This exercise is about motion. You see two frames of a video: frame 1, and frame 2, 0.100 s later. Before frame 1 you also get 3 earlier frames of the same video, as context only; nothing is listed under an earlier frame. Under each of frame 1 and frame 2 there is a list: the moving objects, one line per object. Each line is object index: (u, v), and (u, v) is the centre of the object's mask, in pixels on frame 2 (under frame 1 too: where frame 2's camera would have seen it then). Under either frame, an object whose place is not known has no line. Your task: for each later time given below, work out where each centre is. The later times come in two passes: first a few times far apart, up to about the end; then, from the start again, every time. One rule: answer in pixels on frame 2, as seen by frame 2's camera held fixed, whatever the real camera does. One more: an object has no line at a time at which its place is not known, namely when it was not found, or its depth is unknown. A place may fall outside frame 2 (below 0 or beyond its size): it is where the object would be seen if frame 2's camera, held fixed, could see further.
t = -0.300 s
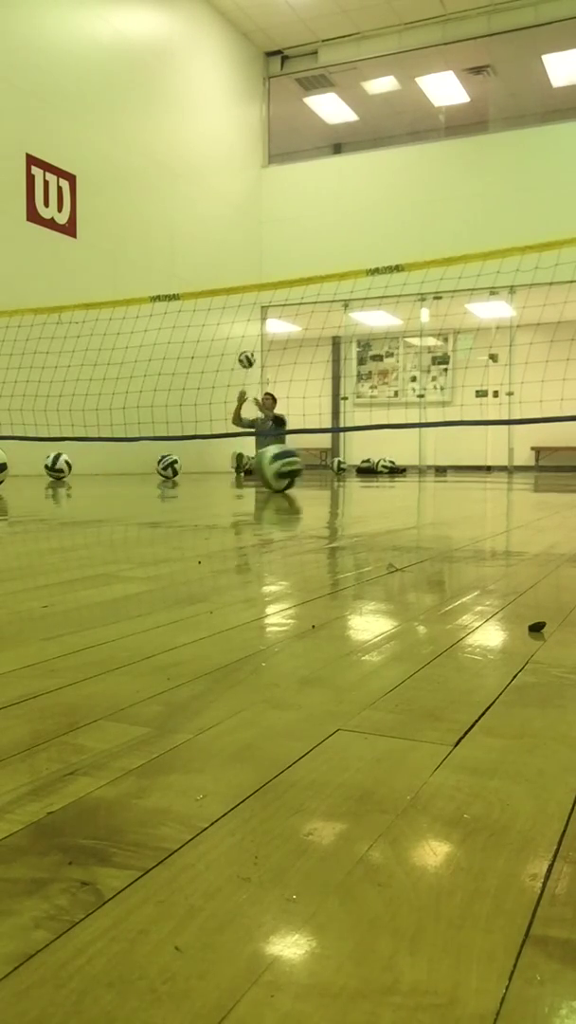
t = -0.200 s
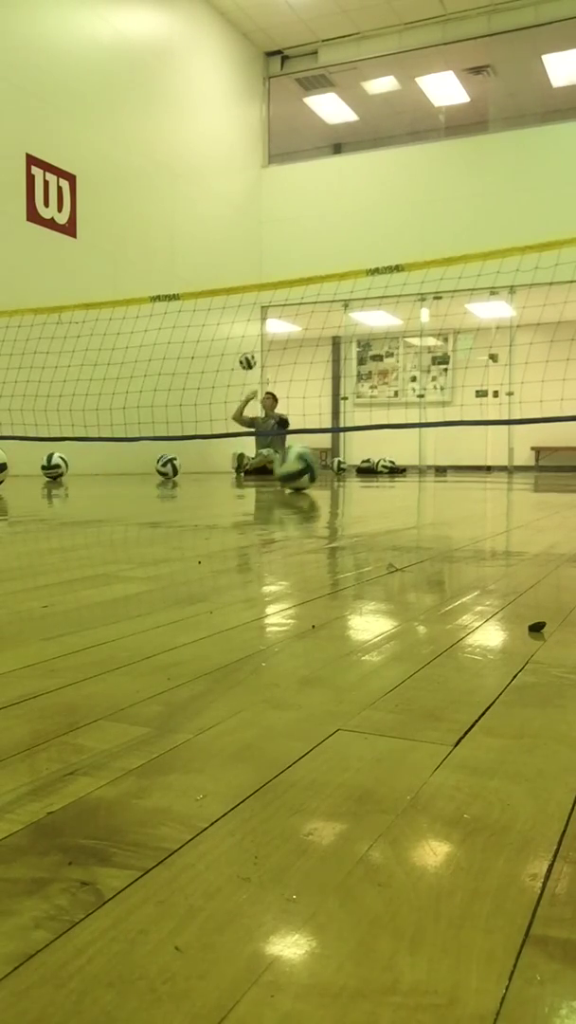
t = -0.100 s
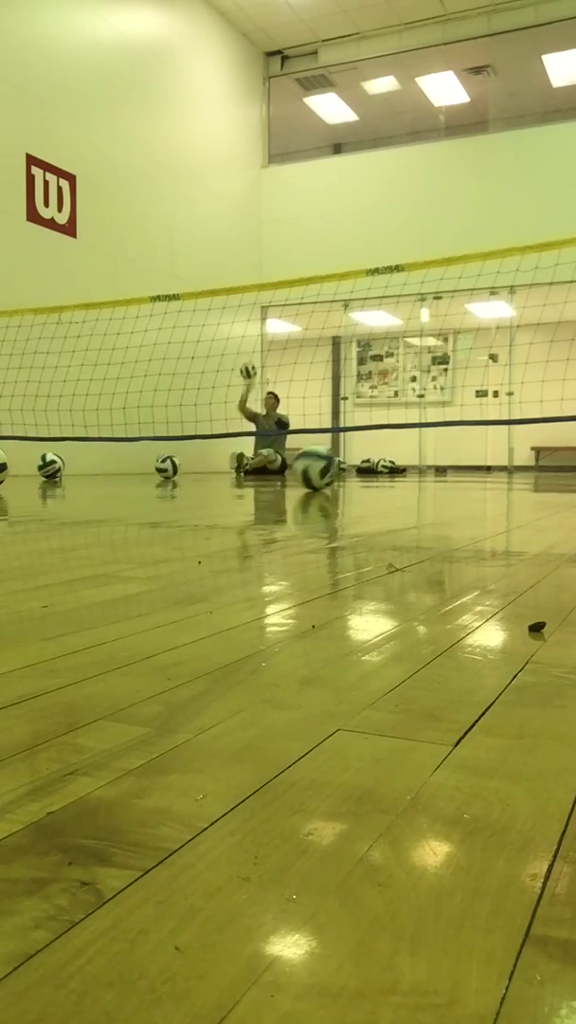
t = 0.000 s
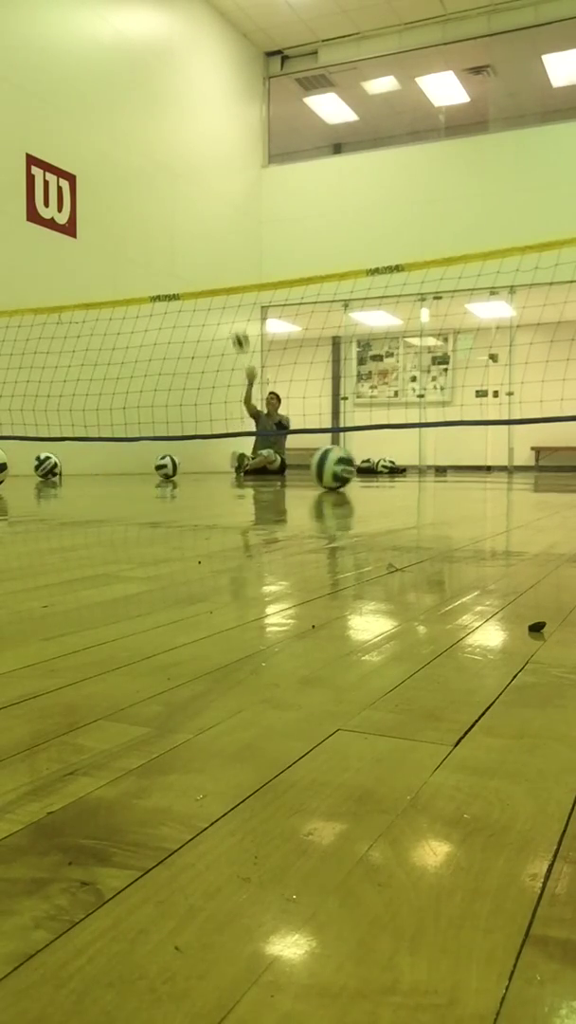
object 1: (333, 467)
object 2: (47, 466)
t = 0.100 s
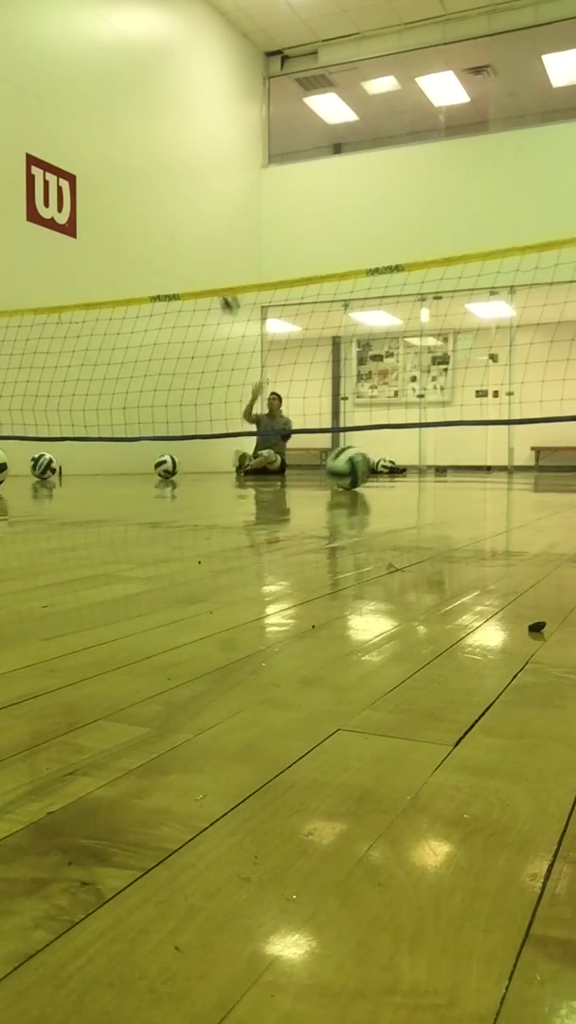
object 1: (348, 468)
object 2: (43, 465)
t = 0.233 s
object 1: (369, 467)
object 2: (36, 465)
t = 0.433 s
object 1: (397, 467)
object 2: (31, 465)
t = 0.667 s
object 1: (428, 468)
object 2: (24, 465)
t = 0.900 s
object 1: (455, 467)
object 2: (19, 465)
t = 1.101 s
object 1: (477, 468)
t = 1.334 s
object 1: (499, 468)
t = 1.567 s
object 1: (521, 468)
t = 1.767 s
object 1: (537, 468)
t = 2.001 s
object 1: (556, 468)
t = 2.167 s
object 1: (566, 468)
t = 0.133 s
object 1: (353, 468)
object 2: (41, 465)
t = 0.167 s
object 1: (357, 467)
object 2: (40, 465)
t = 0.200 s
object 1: (364, 468)
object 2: (39, 465)
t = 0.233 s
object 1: (369, 467)
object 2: (36, 465)
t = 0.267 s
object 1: (374, 467)
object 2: (35, 466)
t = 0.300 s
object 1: (379, 467)
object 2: (35, 465)
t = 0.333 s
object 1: (384, 467)
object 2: (34, 465)
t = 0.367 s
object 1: (389, 467)
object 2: (33, 465)
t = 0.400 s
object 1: (392, 467)
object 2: (32, 465)
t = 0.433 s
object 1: (397, 467)
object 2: (31, 465)
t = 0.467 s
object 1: (402, 468)
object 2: (30, 465)
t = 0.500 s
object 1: (407, 467)
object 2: (29, 465)
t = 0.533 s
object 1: (411, 467)
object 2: (28, 465)
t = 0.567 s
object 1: (416, 467)
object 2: (27, 465)
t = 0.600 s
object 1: (420, 467)
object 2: (26, 465)
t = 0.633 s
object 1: (424, 467)
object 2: (25, 465)
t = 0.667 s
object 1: (428, 468)
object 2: (24, 465)
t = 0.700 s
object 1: (431, 468)
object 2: (23, 465)
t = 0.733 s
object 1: (436, 468)
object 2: (22, 465)
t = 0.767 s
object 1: (439, 468)
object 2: (22, 465)
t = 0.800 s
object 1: (444, 468)
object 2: (21, 465)
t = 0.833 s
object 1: (448, 468)
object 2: (20, 465)
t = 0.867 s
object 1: (451, 468)
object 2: (20, 465)
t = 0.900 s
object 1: (455, 467)
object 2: (19, 465)
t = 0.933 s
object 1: (459, 468)
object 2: (19, 465)
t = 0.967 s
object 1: (462, 468)
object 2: (18, 465)
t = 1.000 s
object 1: (466, 468)
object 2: (17, 465)
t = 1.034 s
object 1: (470, 468)
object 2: (16, 465)
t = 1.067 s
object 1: (473, 468)
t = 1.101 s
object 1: (477, 468)
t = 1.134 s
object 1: (480, 468)
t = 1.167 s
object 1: (484, 467)
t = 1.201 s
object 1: (487, 467)
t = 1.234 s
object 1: (490, 467)
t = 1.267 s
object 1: (492, 467)
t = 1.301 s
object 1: (497, 468)
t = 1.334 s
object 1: (499, 468)
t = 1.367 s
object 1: (502, 468)
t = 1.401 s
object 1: (506, 467)
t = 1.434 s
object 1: (509, 468)
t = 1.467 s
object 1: (512, 467)
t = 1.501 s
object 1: (514, 467)
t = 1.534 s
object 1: (518, 468)
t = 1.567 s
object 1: (521, 468)
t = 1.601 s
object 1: (522, 468)
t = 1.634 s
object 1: (526, 468)
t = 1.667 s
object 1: (529, 468)
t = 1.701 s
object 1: (532, 468)
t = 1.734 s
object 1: (535, 467)
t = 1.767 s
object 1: (537, 468)
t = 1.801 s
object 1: (540, 467)
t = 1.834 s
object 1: (544, 467)
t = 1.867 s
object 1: (546, 467)
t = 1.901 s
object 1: (548, 467)
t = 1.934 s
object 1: (551, 467)
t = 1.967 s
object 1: (554, 468)
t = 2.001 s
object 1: (556, 468)
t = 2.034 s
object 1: (560, 468)
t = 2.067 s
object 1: (561, 468)
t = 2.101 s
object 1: (563, 468)
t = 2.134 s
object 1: (565, 468)
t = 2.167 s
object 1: (566, 468)
